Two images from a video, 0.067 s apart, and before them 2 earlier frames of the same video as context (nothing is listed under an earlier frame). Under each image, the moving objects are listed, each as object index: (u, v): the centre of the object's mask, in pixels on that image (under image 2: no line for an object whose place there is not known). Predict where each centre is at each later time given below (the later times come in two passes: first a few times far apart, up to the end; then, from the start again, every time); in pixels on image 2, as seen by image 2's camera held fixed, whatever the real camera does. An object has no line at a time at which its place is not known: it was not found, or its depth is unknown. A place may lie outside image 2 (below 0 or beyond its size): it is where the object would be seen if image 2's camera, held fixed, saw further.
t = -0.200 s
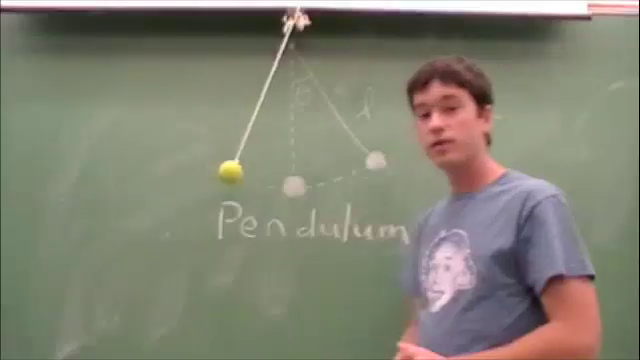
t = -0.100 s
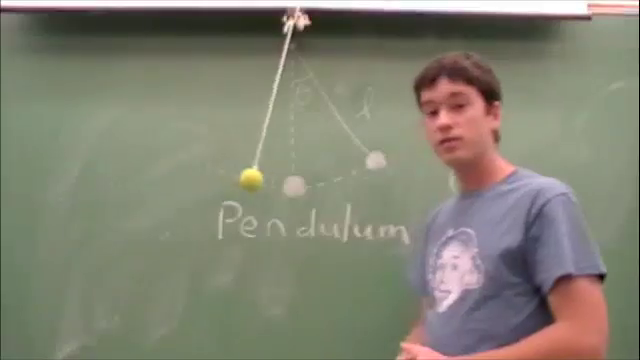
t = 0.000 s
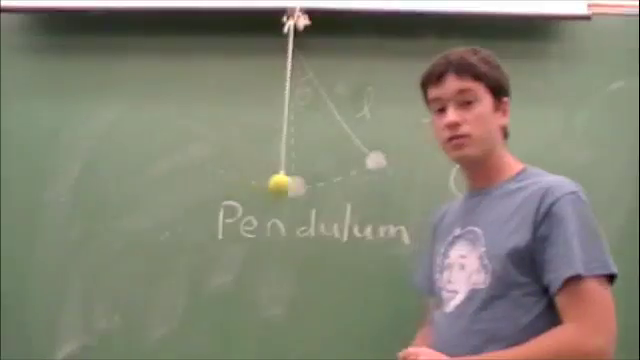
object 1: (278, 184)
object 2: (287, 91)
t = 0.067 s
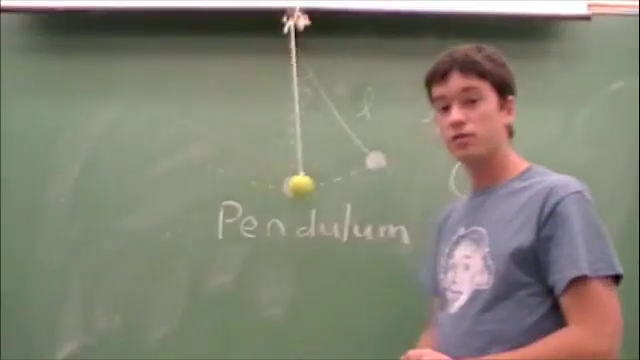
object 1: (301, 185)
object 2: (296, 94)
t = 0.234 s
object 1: (343, 178)
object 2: (313, 88)
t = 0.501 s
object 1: (348, 178)
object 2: (316, 89)
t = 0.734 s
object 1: (292, 186)
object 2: (293, 94)
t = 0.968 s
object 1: (237, 174)
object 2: (270, 86)
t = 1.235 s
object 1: (242, 175)
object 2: (272, 85)
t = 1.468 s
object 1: (302, 184)
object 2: (297, 91)
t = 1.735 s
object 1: (349, 177)
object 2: (316, 86)
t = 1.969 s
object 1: (331, 183)
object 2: (309, 90)
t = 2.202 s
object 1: (272, 186)
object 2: (284, 91)
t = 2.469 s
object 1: (233, 172)
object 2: (268, 85)
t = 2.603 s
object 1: (242, 174)
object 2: (272, 86)
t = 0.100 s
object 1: (311, 185)
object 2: (300, 94)
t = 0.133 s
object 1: (320, 184)
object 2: (304, 92)
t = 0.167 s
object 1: (330, 182)
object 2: (307, 91)
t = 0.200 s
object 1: (336, 180)
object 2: (310, 90)
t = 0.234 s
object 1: (343, 178)
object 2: (313, 88)
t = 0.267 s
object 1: (347, 177)
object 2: (315, 88)
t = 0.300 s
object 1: (352, 176)
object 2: (317, 89)
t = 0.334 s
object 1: (354, 175)
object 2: (318, 89)
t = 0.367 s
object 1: (355, 175)
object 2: (319, 89)
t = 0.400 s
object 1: (355, 175)
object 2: (319, 89)
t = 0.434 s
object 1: (354, 175)
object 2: (319, 88)
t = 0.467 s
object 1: (352, 176)
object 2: (318, 88)
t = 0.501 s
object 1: (348, 178)
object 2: (316, 89)
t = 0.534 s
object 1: (342, 180)
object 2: (314, 89)
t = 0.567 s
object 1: (336, 182)
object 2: (311, 91)
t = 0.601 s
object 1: (329, 183)
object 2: (308, 91)
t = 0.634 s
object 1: (320, 185)
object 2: (305, 93)
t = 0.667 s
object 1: (312, 186)
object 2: (301, 94)
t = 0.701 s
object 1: (301, 186)
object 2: (297, 96)
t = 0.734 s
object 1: (292, 186)
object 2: (293, 94)
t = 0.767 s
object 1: (279, 185)
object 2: (289, 94)
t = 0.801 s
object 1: (271, 184)
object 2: (284, 94)
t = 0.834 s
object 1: (263, 182)
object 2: (281, 92)
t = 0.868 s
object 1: (255, 180)
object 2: (277, 91)
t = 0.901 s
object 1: (248, 178)
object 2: (274, 89)
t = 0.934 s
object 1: (242, 176)
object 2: (272, 88)
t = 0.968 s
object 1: (237, 174)
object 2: (270, 86)
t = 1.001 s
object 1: (232, 172)
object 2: (268, 86)
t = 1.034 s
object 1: (230, 171)
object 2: (267, 84)
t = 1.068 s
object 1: (229, 170)
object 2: (266, 84)
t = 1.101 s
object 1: (229, 170)
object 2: (266, 84)
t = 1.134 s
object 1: (229, 171)
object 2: (267, 84)
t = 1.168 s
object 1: (232, 172)
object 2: (268, 84)
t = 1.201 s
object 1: (236, 173)
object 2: (269, 86)
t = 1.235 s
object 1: (242, 175)
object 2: (272, 85)
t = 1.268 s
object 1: (249, 177)
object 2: (275, 86)
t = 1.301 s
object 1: (257, 179)
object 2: (278, 87)
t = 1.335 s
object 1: (265, 181)
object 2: (281, 87)
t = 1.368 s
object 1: (274, 182)
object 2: (285, 88)
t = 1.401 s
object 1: (283, 184)
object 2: (289, 89)
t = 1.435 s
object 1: (293, 185)
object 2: (293, 89)
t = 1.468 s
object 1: (302, 184)
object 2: (297, 91)
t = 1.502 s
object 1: (313, 185)
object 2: (300, 91)
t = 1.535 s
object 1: (318, 184)
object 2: (304, 90)
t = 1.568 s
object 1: (328, 182)
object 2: (307, 89)
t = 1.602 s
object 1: (333, 181)
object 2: (310, 89)
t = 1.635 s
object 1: (340, 180)
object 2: (312, 88)
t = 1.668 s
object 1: (345, 178)
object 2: (313, 86)
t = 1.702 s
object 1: (347, 178)
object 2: (315, 86)
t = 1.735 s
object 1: (349, 177)
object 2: (316, 86)
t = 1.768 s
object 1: (350, 177)
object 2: (316, 86)
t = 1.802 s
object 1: (350, 177)
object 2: (317, 88)
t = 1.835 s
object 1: (349, 177)
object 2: (315, 85)
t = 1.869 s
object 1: (346, 178)
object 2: (315, 88)
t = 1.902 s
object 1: (342, 180)
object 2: (313, 89)
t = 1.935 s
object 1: (337, 181)
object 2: (311, 90)
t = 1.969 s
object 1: (331, 183)
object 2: (309, 90)
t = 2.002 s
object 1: (324, 184)
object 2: (306, 91)
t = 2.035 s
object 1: (315, 185)
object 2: (302, 90)
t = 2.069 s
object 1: (308, 186)
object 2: (299, 91)
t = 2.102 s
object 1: (299, 186)
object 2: (295, 94)
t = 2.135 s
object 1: (291, 186)
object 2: (292, 95)
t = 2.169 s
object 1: (279, 186)
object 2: (288, 94)
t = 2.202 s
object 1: (272, 186)
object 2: (284, 91)
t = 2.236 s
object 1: (264, 183)
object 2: (281, 91)
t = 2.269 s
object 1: (256, 181)
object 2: (278, 89)
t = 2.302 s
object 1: (249, 179)
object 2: (275, 88)
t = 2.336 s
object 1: (244, 177)
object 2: (273, 88)
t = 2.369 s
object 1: (239, 175)
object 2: (271, 87)
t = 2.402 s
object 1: (236, 174)
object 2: (269, 86)
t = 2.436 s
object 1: (234, 173)
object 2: (269, 85)
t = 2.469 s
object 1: (233, 172)
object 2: (268, 85)
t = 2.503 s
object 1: (234, 172)
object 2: (269, 85)
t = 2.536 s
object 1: (235, 172)
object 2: (269, 85)
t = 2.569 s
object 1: (238, 173)
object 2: (270, 85)
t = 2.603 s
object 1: (242, 174)
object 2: (272, 86)
